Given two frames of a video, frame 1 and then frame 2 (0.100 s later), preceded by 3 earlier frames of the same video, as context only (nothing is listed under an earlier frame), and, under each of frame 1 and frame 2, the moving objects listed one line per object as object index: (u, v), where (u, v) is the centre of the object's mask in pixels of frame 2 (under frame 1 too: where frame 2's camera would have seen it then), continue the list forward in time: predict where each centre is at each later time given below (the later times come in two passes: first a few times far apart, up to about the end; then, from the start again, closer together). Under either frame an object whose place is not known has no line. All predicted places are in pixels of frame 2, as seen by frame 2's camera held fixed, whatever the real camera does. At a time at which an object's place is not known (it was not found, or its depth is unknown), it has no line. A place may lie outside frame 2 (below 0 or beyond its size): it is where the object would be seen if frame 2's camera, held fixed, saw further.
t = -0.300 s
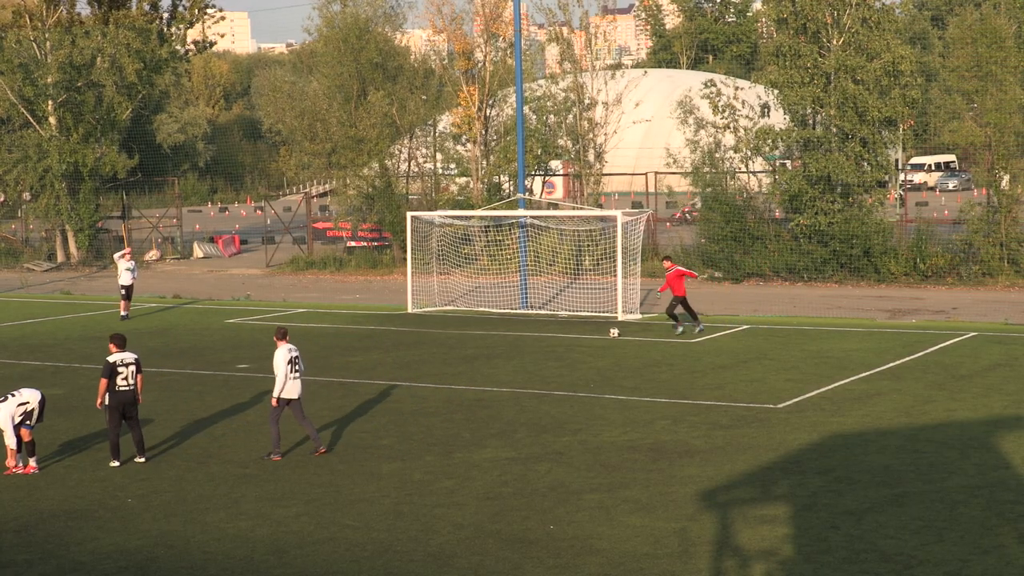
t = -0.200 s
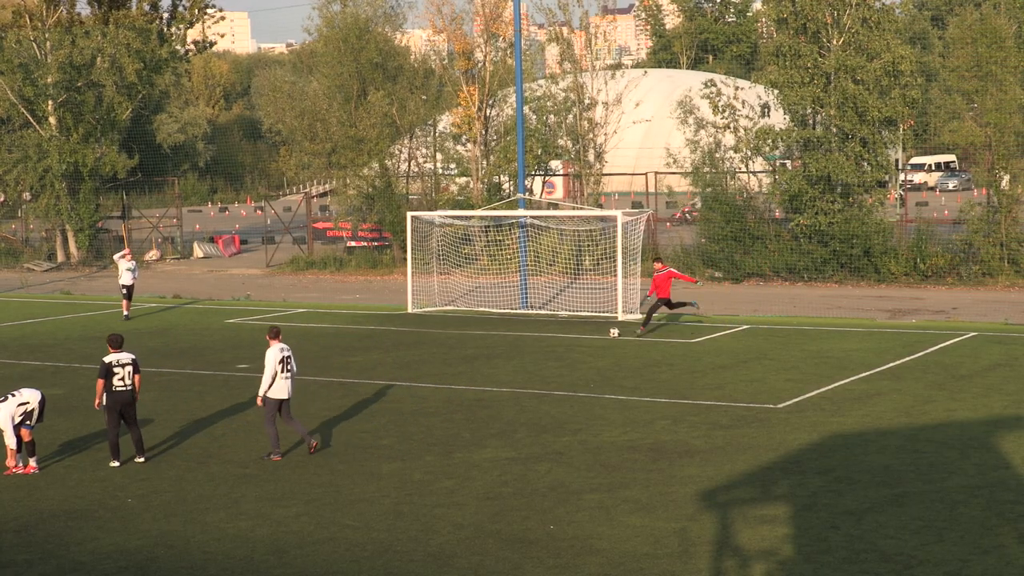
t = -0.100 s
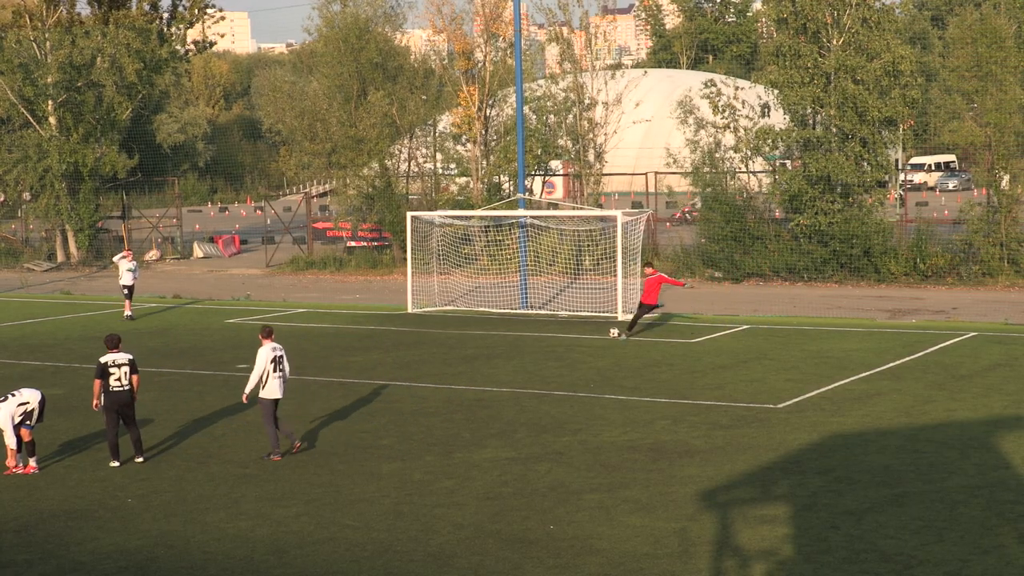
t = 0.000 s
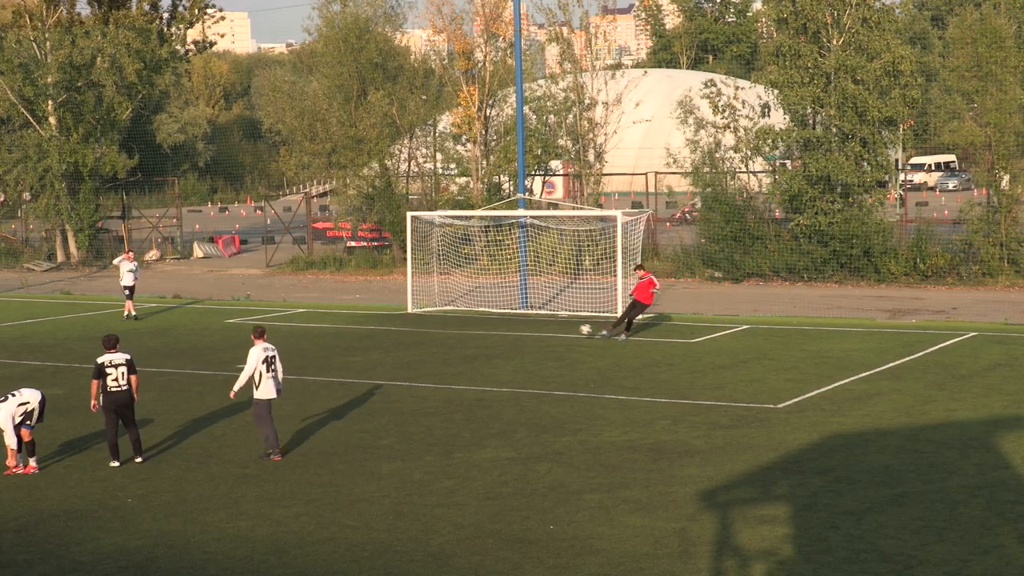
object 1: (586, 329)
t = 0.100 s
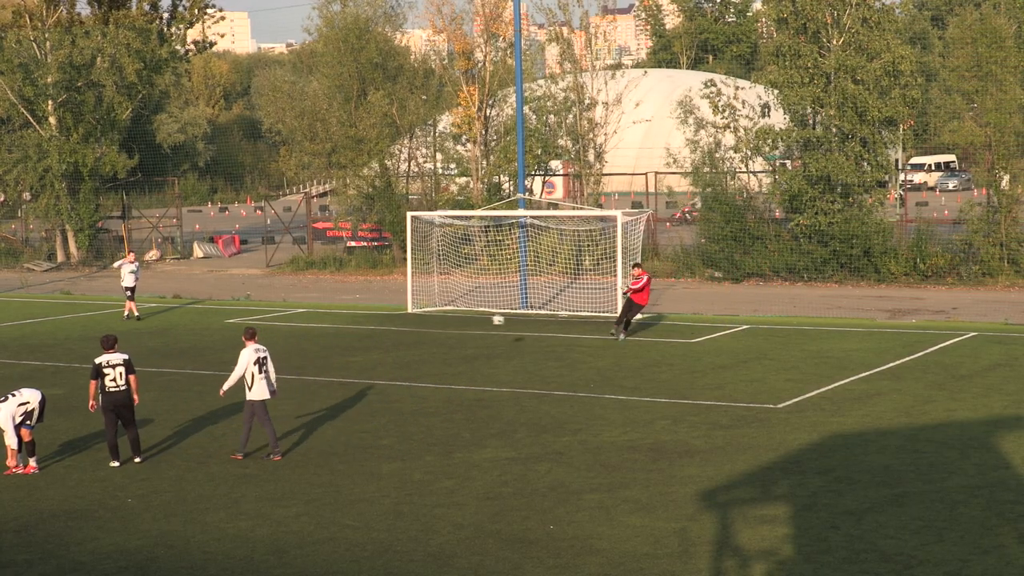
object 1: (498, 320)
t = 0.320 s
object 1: (285, 309)
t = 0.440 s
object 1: (153, 309)
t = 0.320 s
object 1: (285, 309)
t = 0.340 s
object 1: (263, 309)
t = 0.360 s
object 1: (242, 308)
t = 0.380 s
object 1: (221, 309)
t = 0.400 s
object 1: (198, 308)
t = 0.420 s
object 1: (176, 309)
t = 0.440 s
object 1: (153, 309)
